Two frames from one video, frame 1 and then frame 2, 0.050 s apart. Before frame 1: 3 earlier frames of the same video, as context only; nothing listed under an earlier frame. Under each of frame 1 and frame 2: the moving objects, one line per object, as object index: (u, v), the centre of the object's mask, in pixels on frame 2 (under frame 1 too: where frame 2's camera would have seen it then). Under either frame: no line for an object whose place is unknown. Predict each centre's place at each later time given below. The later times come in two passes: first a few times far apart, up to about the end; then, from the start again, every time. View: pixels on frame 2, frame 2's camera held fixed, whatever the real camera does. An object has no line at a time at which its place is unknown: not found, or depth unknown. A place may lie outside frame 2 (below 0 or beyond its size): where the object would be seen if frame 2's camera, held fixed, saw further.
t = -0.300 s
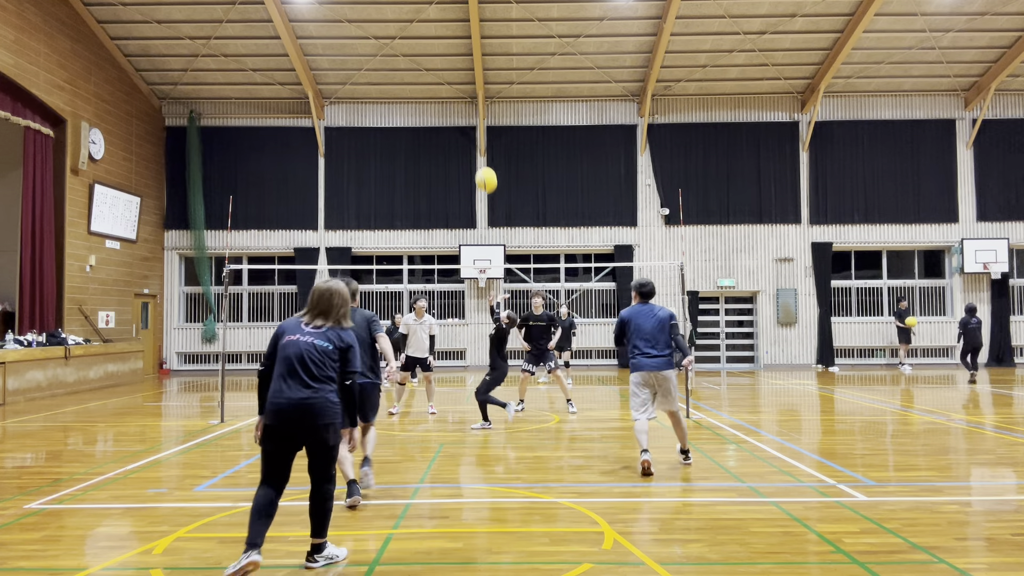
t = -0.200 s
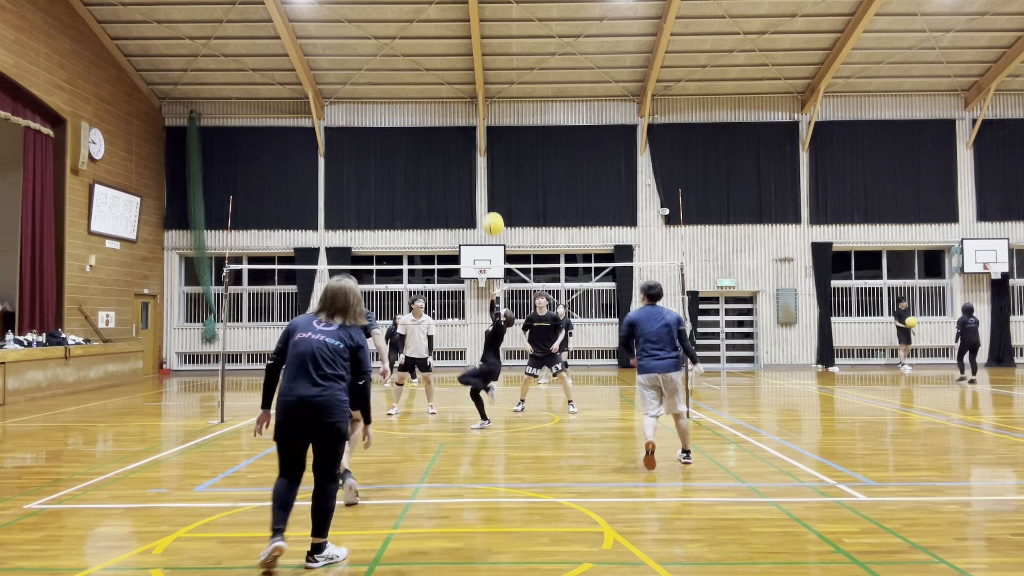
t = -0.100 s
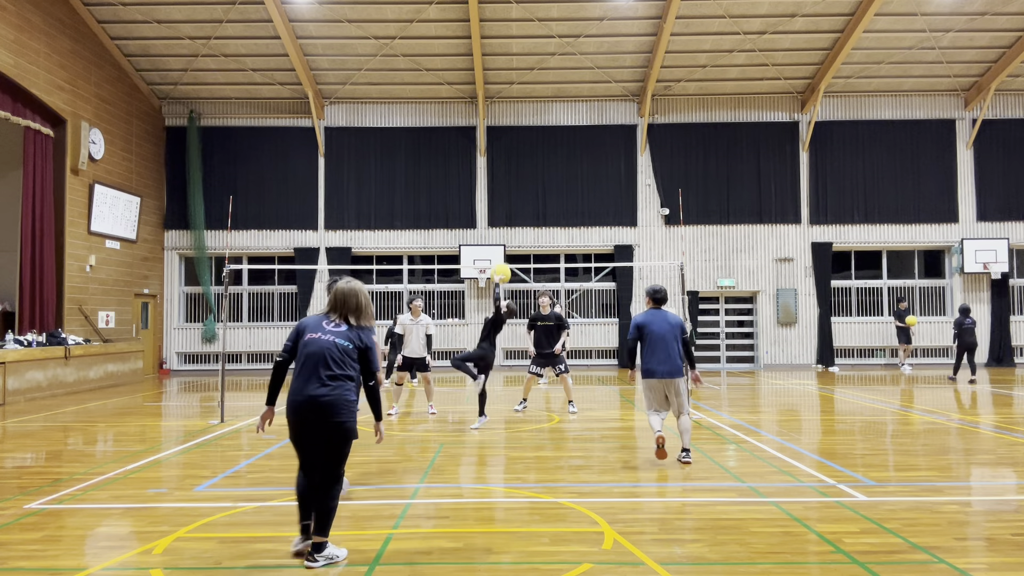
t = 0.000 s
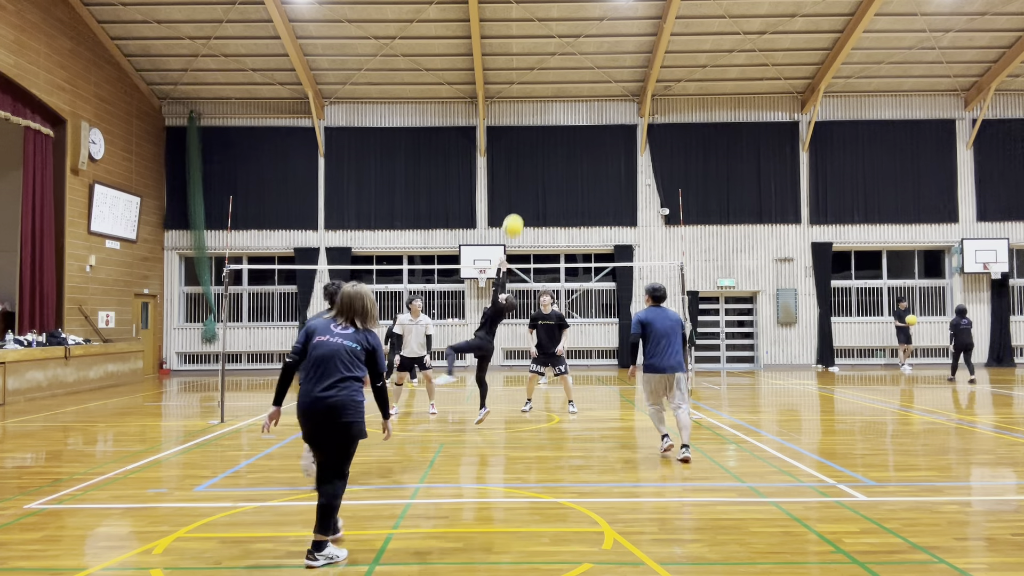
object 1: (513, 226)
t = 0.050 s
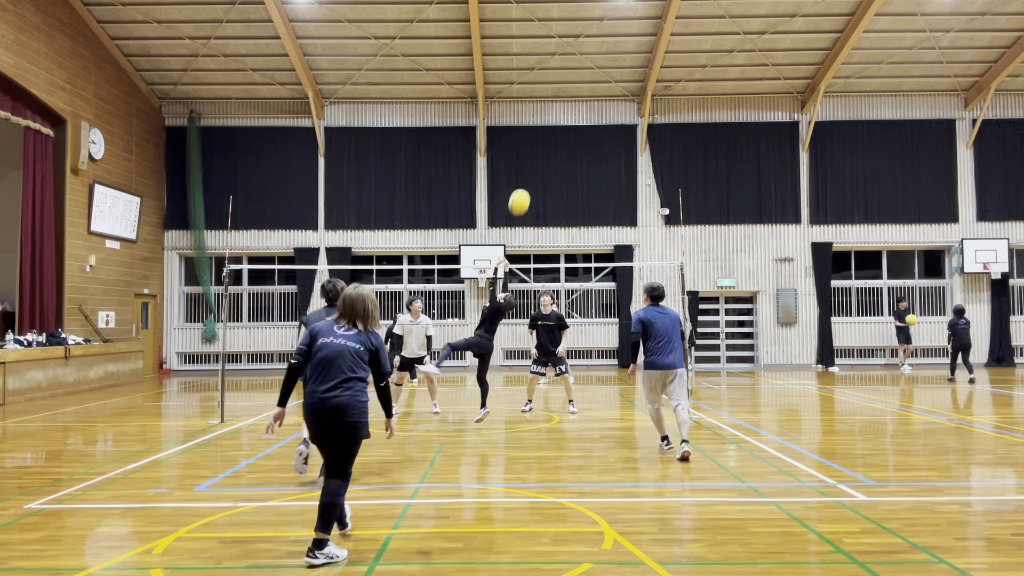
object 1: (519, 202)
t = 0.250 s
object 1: (544, 124)
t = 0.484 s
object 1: (568, 77)
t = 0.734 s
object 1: (593, 75)
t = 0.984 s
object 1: (617, 121)
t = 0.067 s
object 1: (521, 194)
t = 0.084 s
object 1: (524, 187)
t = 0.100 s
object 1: (526, 179)
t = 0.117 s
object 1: (528, 172)
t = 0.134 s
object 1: (530, 165)
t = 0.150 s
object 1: (532, 159)
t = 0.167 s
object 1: (534, 152)
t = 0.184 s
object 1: (536, 146)
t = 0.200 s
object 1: (538, 140)
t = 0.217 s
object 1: (540, 135)
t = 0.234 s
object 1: (542, 129)
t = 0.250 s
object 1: (544, 124)
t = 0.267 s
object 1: (545, 119)
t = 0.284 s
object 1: (547, 114)
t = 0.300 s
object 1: (549, 110)
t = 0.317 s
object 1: (551, 105)
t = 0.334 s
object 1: (553, 102)
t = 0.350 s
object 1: (554, 98)
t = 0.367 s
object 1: (556, 94)
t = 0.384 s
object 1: (558, 91)
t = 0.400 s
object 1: (560, 88)
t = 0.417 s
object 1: (561, 86)
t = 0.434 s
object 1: (563, 83)
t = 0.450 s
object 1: (565, 81)
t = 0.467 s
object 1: (567, 79)
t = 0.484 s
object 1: (568, 77)
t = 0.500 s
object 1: (570, 75)
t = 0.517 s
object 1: (572, 74)
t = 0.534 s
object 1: (573, 73)
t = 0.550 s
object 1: (575, 72)
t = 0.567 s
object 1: (577, 71)
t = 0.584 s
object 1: (578, 70)
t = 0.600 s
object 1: (580, 70)
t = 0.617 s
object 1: (582, 70)
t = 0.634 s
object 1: (583, 70)
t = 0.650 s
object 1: (585, 70)
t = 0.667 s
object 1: (587, 71)
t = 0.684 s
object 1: (588, 72)
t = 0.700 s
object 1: (590, 73)
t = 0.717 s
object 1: (592, 74)
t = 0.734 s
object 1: (593, 75)
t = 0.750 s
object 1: (595, 76)
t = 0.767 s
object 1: (597, 78)
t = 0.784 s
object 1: (598, 80)
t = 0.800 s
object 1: (600, 83)
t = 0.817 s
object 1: (601, 85)
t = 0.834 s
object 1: (603, 88)
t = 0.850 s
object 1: (605, 91)
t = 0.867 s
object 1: (606, 93)
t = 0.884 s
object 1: (608, 96)
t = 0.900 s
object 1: (609, 100)
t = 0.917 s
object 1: (611, 104)
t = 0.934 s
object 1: (613, 108)
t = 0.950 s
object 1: (614, 112)
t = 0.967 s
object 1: (616, 117)
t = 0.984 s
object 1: (617, 121)
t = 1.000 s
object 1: (619, 126)
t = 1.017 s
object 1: (620, 131)
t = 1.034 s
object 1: (622, 136)
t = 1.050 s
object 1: (623, 141)
